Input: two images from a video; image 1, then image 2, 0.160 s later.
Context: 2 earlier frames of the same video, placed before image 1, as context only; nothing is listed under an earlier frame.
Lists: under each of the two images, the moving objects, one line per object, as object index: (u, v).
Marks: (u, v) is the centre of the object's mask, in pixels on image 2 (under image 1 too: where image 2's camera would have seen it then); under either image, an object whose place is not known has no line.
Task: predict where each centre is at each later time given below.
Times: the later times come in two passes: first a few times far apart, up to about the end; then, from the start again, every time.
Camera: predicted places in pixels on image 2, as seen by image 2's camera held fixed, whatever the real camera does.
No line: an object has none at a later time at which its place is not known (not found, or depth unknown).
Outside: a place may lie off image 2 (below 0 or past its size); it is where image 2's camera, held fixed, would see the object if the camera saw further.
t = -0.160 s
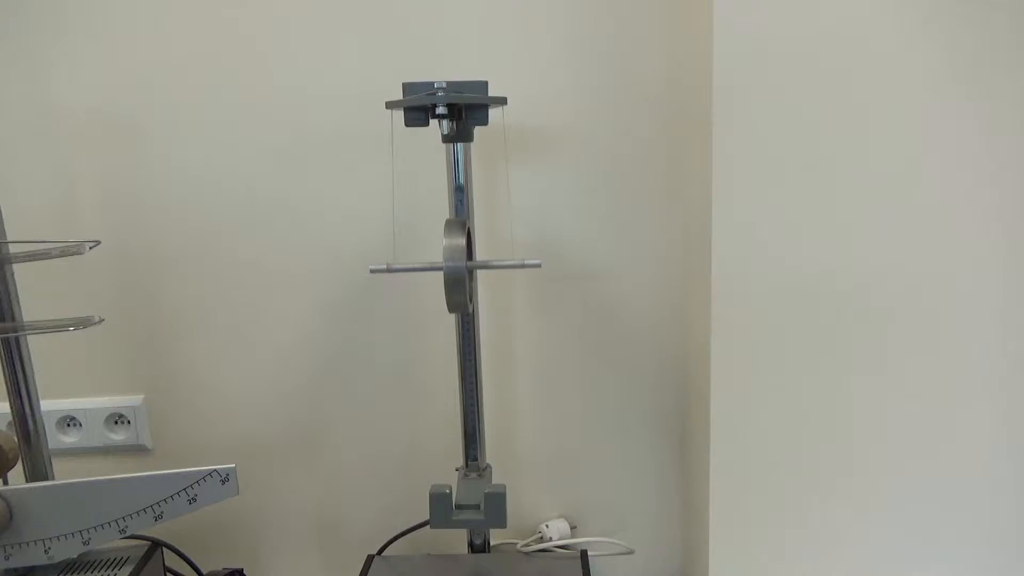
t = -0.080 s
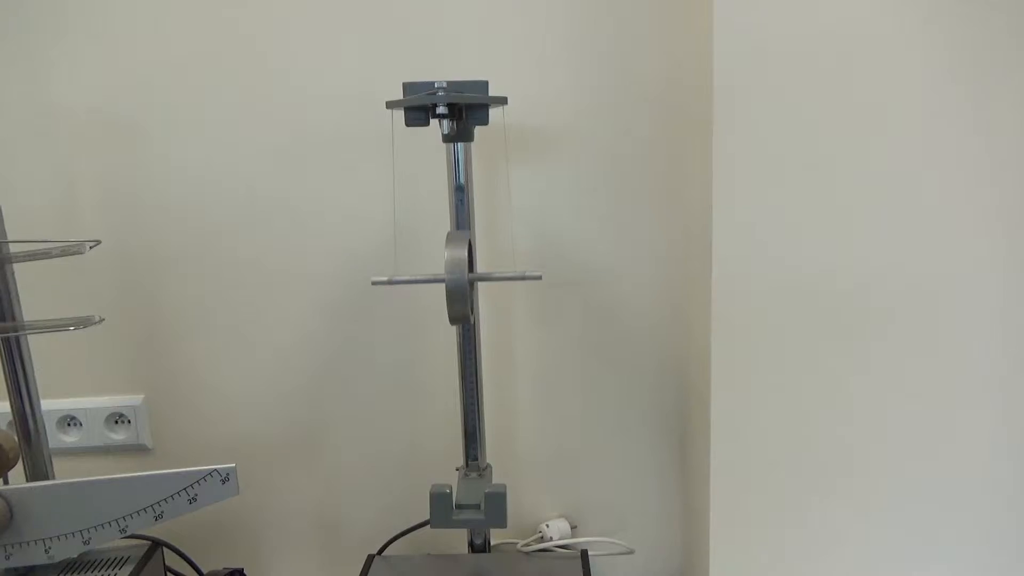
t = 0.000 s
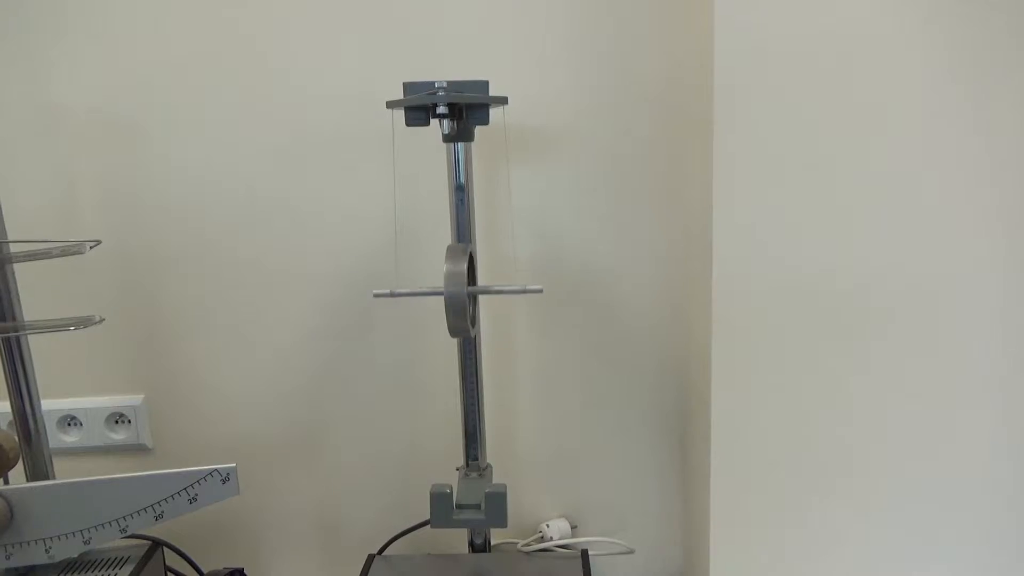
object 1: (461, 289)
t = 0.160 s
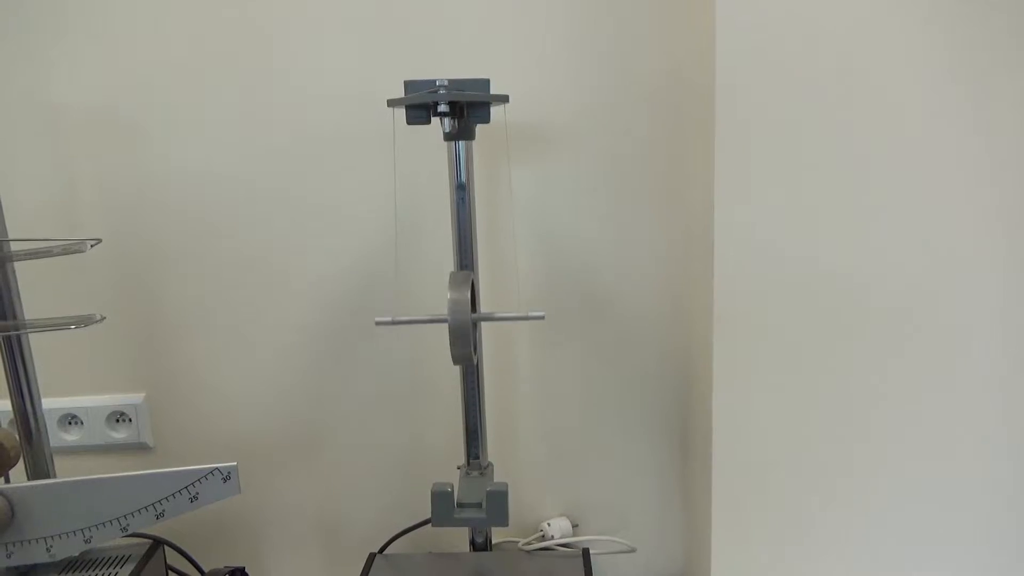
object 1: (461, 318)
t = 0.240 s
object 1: (462, 333)
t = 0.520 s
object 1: (462, 393)
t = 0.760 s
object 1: (461, 447)
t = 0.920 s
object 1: (462, 442)
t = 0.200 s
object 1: (462, 325)
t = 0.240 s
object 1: (462, 333)
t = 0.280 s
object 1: (462, 341)
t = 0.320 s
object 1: (462, 349)
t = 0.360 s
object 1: (462, 358)
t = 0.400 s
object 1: (462, 366)
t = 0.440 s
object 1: (462, 375)
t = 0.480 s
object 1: (463, 384)
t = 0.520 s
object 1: (462, 393)
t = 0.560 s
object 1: (463, 402)
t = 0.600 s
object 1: (462, 411)
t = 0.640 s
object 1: (462, 421)
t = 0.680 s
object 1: (462, 430)
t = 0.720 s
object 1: (461, 439)
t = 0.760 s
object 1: (461, 447)
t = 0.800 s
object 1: (461, 458)
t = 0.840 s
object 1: (462, 466)
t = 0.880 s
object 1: (462, 458)
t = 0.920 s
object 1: (462, 442)
